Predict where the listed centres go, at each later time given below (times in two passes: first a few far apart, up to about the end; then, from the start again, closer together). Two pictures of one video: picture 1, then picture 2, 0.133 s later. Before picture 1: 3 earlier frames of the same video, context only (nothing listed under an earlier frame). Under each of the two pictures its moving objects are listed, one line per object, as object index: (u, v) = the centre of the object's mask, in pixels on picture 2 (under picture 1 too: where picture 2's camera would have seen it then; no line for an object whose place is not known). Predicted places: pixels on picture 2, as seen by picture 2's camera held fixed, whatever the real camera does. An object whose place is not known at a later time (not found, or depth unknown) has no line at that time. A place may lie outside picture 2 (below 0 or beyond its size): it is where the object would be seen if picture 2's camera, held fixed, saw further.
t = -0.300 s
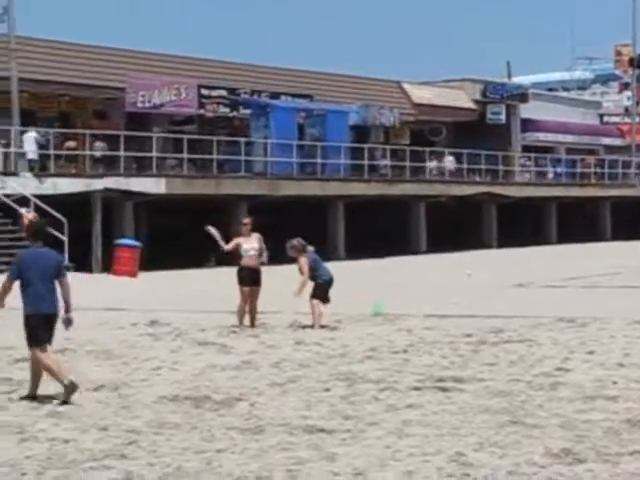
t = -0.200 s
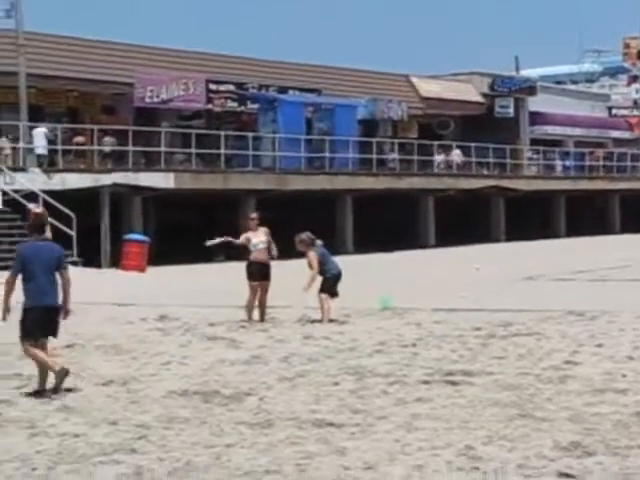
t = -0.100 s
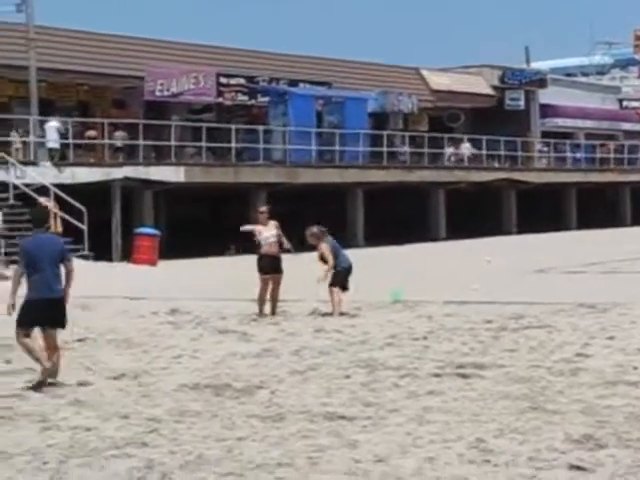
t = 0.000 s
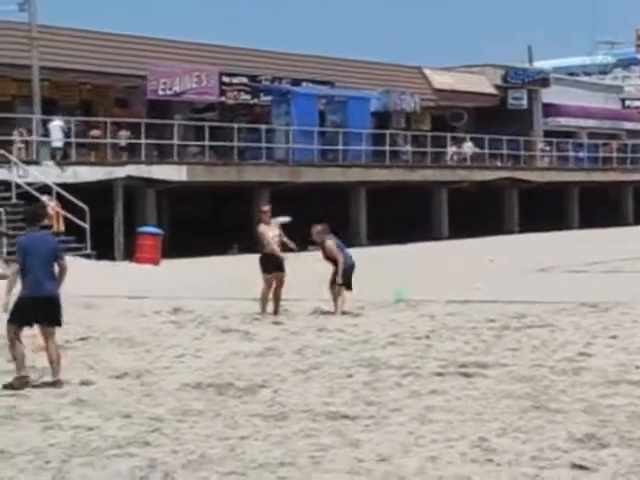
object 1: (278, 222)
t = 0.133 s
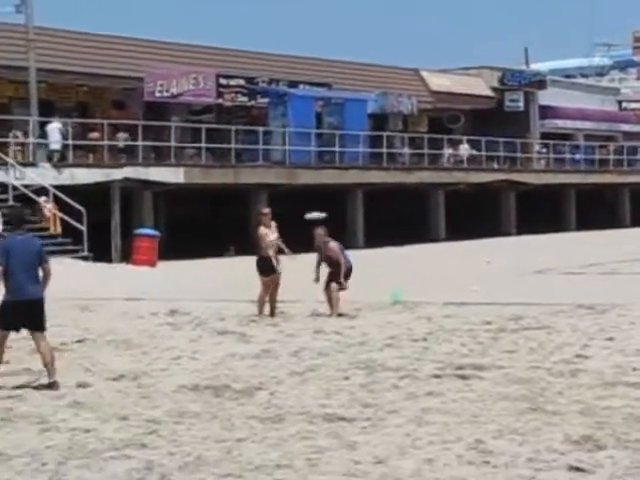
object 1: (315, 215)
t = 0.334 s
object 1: (377, 213)
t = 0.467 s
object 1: (421, 215)
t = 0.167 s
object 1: (325, 214)
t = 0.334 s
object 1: (377, 213)
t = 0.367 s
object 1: (388, 213)
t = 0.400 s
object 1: (399, 213)
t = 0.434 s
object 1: (410, 214)
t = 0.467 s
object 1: (421, 215)
